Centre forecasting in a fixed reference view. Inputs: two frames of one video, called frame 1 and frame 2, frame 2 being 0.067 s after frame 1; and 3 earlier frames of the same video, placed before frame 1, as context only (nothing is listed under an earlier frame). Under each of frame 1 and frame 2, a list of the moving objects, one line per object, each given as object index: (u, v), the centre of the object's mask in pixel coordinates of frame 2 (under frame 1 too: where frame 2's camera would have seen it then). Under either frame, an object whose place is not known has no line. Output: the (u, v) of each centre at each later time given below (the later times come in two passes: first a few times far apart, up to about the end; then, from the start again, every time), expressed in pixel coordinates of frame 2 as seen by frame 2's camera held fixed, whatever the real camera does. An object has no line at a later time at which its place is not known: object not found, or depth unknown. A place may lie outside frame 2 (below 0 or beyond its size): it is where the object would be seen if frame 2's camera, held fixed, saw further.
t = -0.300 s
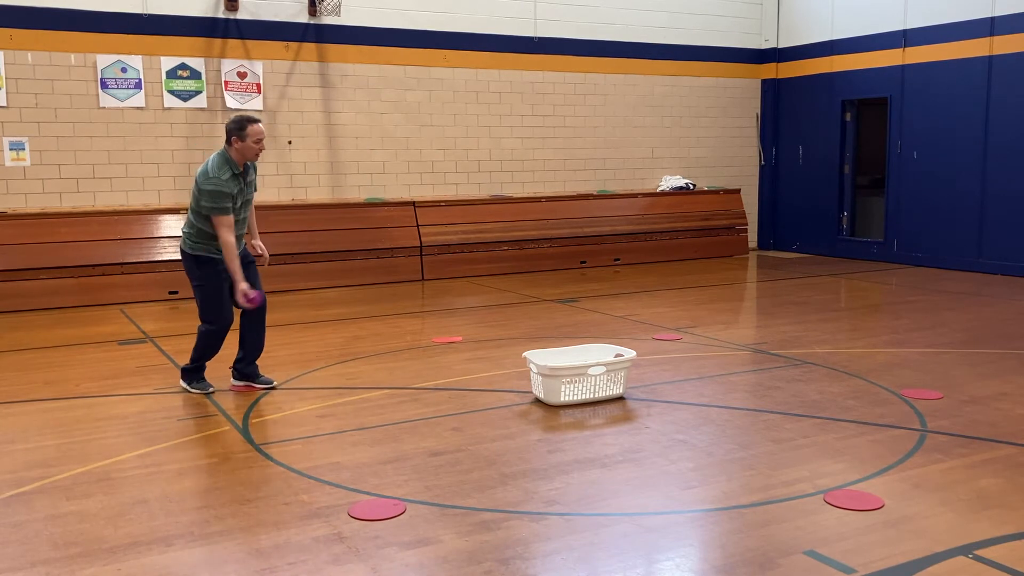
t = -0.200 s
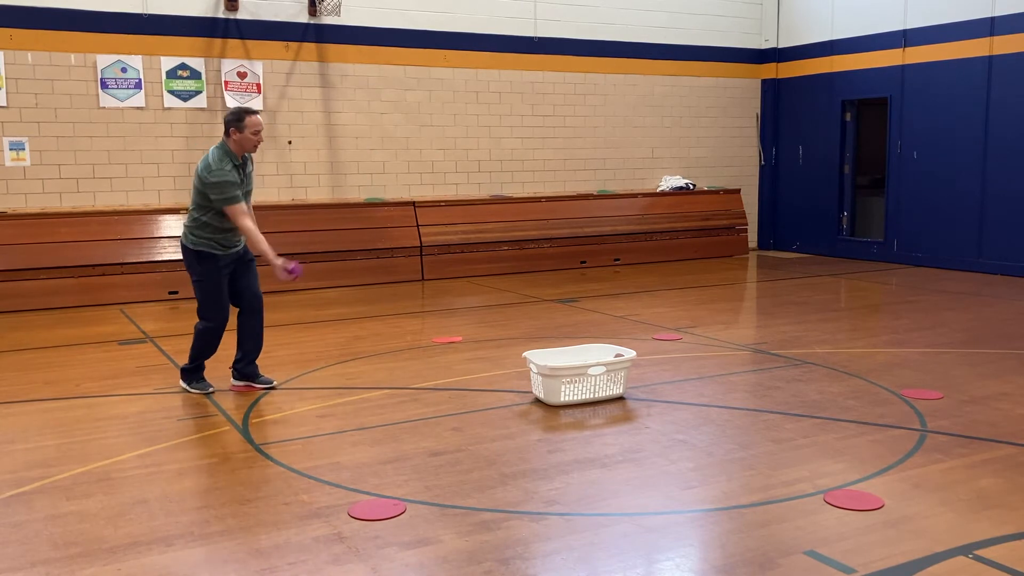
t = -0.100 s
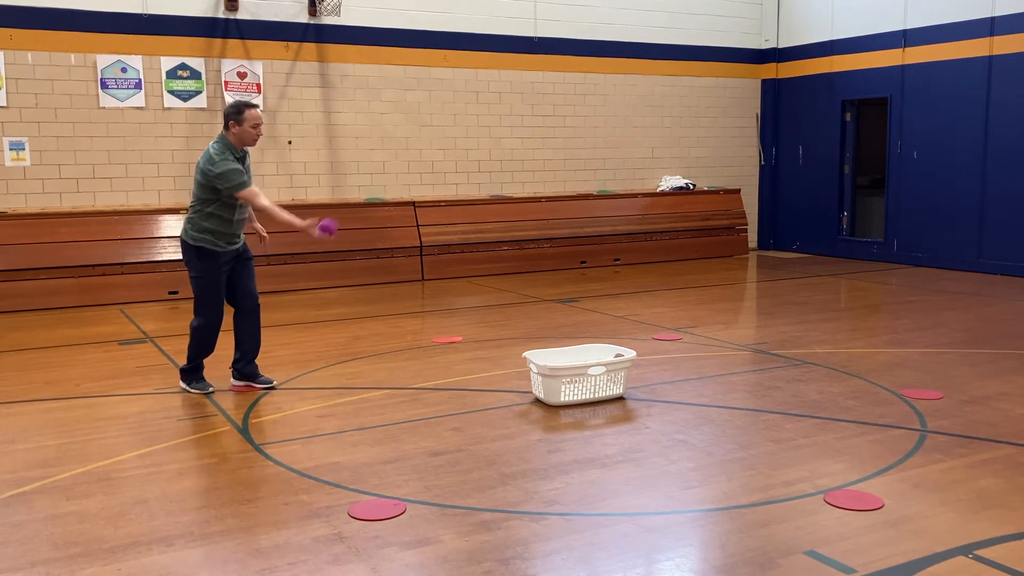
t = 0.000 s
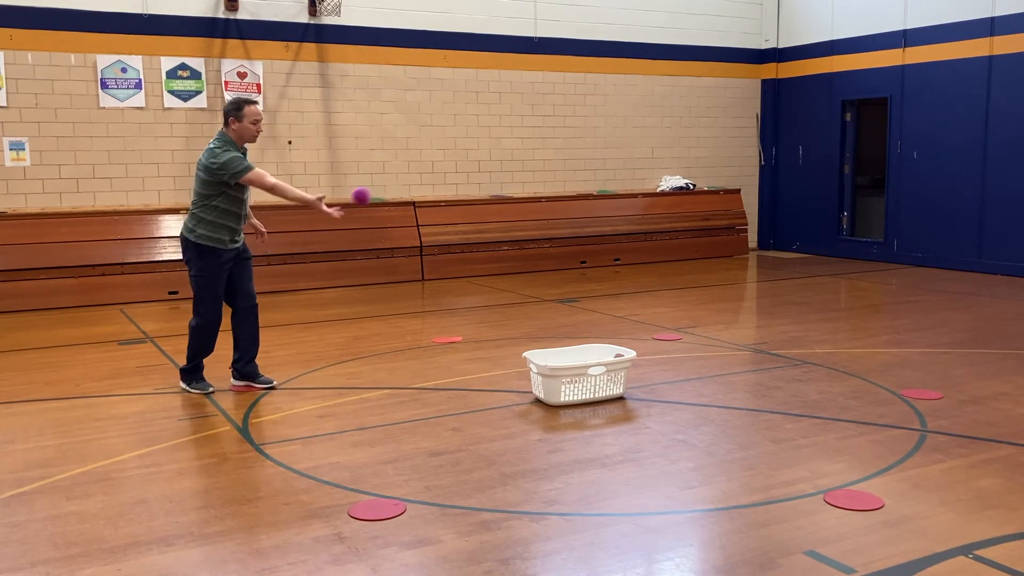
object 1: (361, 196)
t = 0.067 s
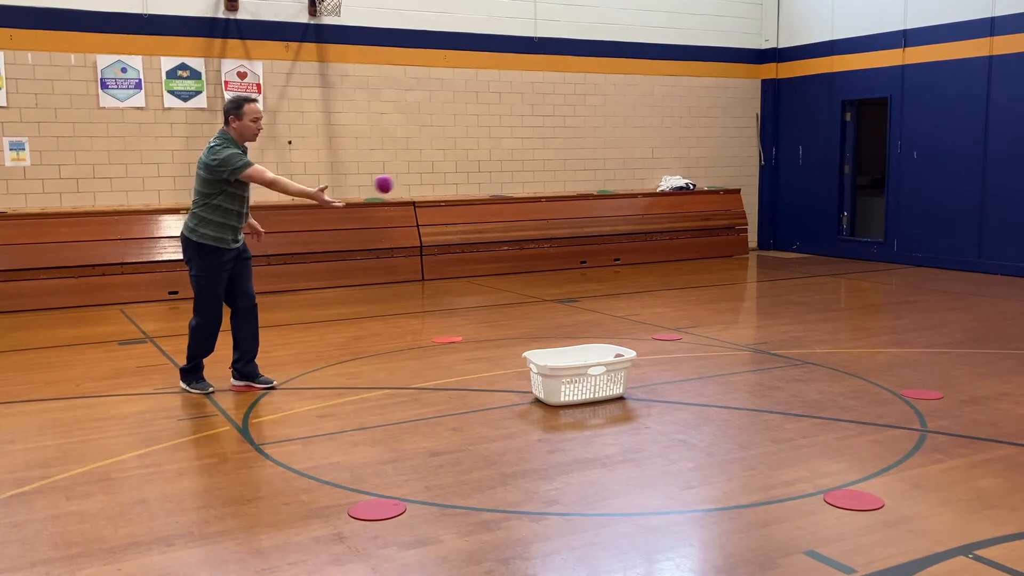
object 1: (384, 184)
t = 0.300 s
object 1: (466, 205)
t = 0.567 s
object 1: (558, 350)
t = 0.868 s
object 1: (623, 375)
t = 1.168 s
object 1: (678, 410)
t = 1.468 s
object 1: (730, 421)
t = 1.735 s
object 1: (763, 426)
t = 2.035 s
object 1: (793, 427)
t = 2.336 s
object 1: (809, 427)
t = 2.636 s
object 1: (812, 427)
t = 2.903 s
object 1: (812, 427)
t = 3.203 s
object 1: (812, 427)
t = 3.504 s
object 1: (812, 427)
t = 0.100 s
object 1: (395, 181)
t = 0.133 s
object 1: (407, 180)
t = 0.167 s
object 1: (418, 180)
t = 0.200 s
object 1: (430, 184)
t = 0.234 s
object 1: (442, 188)
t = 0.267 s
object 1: (454, 196)
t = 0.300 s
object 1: (466, 205)
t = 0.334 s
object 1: (477, 215)
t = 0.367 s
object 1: (489, 229)
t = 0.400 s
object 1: (501, 243)
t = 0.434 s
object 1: (513, 262)
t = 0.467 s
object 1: (524, 280)
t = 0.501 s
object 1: (536, 302)
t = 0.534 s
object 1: (546, 325)
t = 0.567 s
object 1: (558, 350)
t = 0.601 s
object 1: (569, 376)
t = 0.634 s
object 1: (581, 408)
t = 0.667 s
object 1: (588, 403)
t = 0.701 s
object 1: (594, 393)
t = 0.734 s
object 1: (600, 385)
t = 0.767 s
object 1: (605, 380)
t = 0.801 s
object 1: (610, 376)
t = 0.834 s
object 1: (617, 374)
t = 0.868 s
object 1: (623, 375)
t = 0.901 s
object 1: (629, 378)
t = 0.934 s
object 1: (635, 382)
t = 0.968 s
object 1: (640, 389)
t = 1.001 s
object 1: (646, 398)
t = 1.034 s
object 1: (652, 408)
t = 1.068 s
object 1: (658, 419)
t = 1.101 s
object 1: (665, 414)
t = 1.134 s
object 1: (671, 411)
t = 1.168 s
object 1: (678, 410)
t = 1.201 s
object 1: (684, 411)
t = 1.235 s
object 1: (690, 415)
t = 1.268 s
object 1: (696, 420)
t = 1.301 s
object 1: (702, 420)
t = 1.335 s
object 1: (708, 419)
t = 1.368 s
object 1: (714, 419)
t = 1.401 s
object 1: (720, 422)
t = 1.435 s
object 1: (725, 422)
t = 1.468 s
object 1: (730, 421)
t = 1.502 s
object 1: (734, 423)
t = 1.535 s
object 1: (739, 424)
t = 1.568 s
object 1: (743, 424)
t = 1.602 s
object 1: (747, 424)
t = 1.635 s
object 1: (751, 425)
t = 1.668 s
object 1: (755, 424)
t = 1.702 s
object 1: (759, 425)
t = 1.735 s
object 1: (763, 426)
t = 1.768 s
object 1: (766, 425)
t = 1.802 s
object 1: (770, 425)
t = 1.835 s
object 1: (773, 426)
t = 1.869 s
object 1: (777, 426)
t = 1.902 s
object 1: (780, 427)
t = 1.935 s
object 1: (784, 427)
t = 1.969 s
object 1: (787, 427)
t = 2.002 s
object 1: (790, 427)
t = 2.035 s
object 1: (793, 427)
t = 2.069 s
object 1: (795, 427)
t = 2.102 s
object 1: (798, 427)
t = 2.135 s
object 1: (799, 427)
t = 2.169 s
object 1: (802, 427)
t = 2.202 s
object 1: (803, 427)
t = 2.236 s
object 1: (805, 427)
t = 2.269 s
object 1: (806, 427)
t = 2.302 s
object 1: (808, 427)
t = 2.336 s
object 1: (809, 427)
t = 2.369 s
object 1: (810, 427)
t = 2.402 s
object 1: (811, 427)
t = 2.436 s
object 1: (811, 427)
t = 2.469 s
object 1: (812, 427)
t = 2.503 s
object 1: (812, 427)
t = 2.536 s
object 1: (812, 427)
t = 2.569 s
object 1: (812, 427)
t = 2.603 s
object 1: (812, 427)
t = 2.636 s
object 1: (812, 427)
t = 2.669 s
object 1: (812, 427)
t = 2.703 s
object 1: (812, 427)
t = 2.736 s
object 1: (812, 427)
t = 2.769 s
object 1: (812, 427)
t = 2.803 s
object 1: (812, 427)
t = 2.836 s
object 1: (812, 427)
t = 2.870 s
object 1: (812, 427)
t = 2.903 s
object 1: (812, 427)
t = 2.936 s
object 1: (812, 427)
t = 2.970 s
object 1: (812, 427)
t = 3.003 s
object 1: (812, 427)
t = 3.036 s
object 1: (812, 427)
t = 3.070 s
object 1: (812, 427)
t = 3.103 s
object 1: (812, 427)
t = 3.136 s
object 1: (812, 427)
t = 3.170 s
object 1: (812, 427)
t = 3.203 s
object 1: (812, 427)
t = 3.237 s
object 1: (812, 427)
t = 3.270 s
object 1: (812, 427)
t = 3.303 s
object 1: (812, 427)
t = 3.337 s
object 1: (812, 427)
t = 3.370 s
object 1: (812, 427)
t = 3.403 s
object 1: (812, 427)
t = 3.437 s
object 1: (812, 427)
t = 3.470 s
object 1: (812, 427)
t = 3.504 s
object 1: (812, 427)
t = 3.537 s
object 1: (812, 427)
